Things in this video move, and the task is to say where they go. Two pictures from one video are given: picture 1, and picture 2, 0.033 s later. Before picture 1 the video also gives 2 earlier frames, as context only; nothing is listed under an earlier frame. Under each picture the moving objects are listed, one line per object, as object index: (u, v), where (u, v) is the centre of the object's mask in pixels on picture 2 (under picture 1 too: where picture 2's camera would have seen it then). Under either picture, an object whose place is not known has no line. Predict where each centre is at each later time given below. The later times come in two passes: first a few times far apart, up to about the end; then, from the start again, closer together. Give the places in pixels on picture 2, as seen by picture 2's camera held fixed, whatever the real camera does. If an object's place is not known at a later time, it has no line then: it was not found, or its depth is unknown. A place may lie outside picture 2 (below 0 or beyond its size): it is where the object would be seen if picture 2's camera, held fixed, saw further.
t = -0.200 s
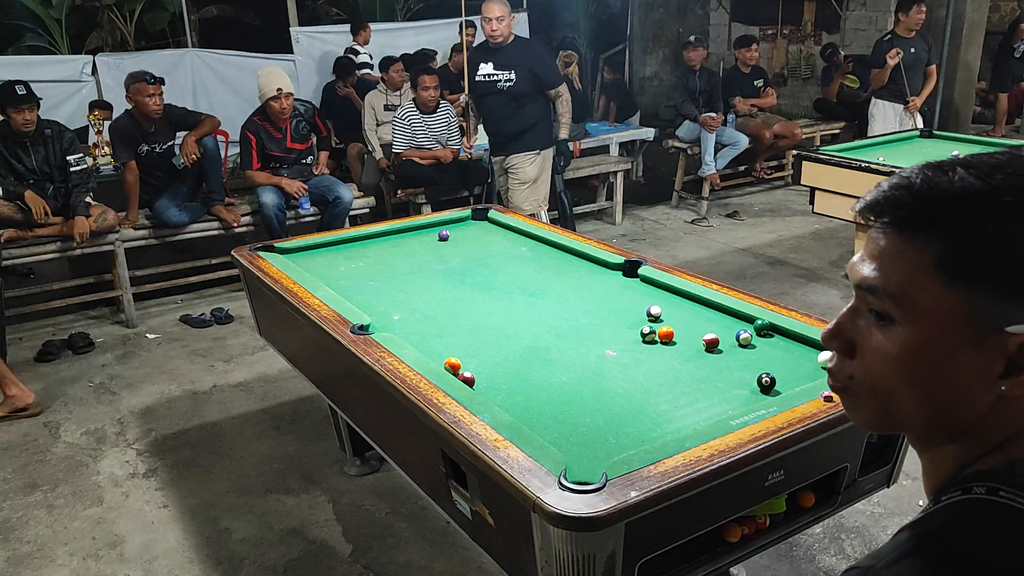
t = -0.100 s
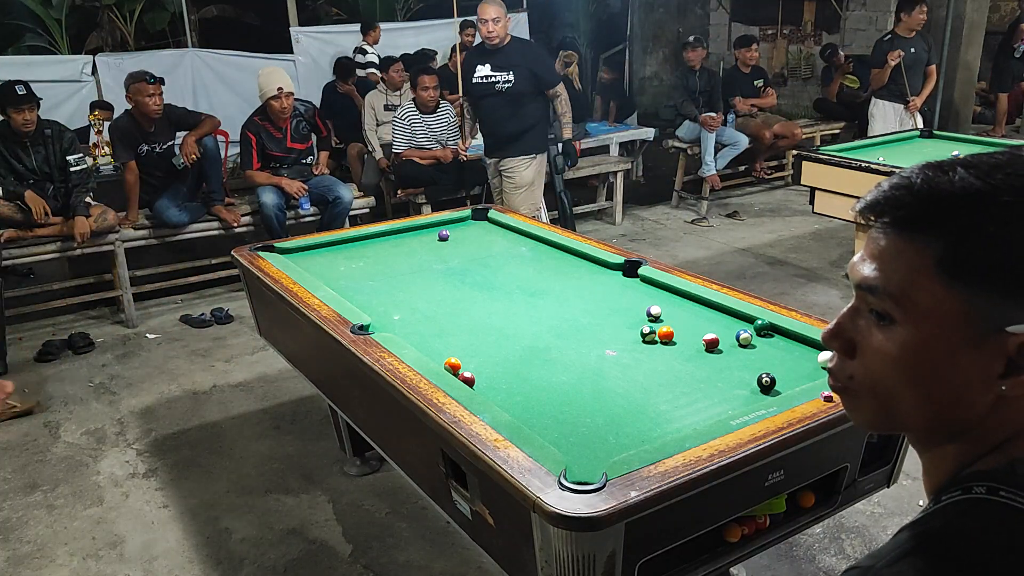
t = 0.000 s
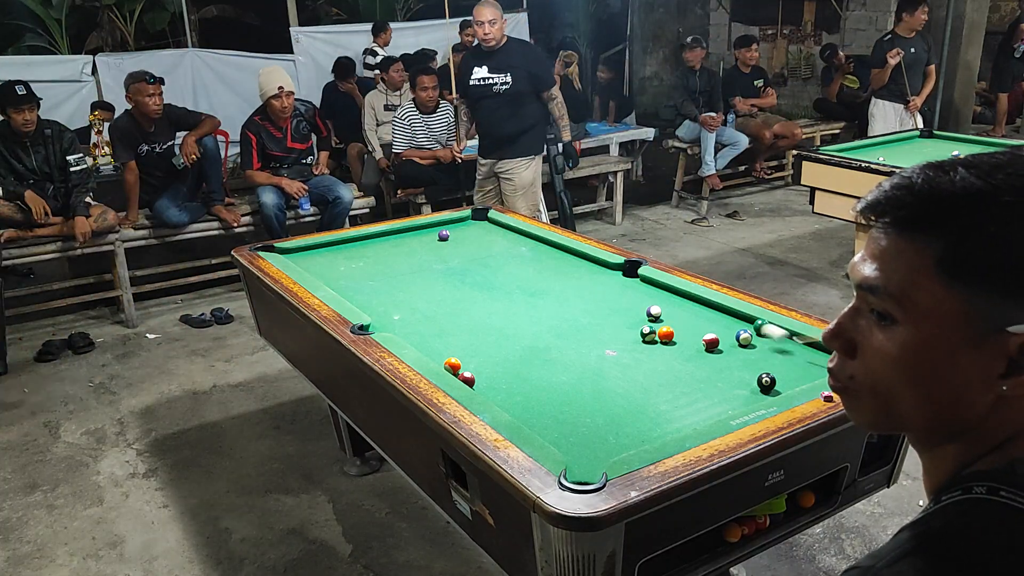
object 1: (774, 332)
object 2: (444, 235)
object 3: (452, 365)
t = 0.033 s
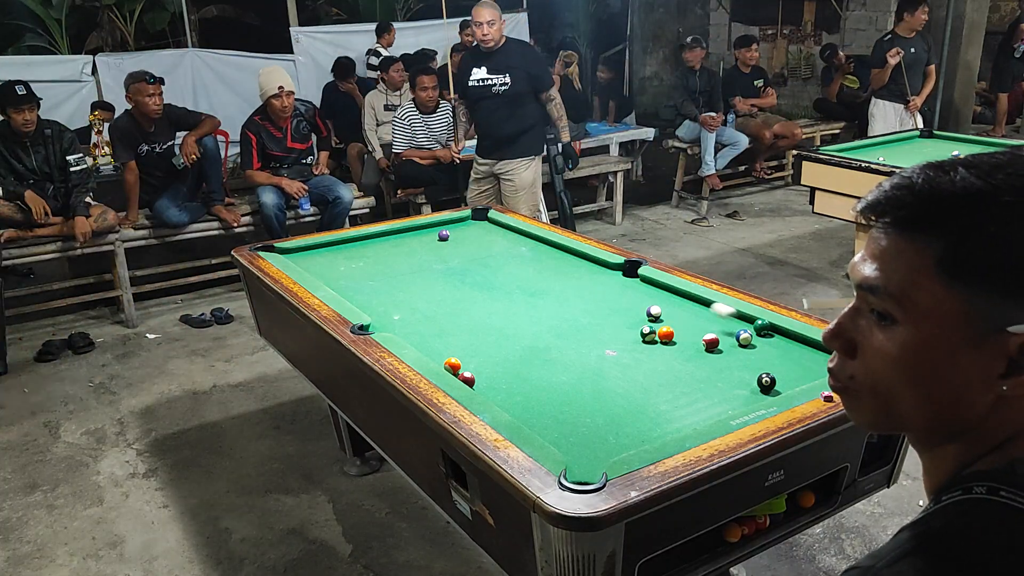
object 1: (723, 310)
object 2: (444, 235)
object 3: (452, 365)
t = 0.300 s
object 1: (452, 236)
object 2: (441, 234)
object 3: (452, 365)
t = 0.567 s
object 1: (483, 225)
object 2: (442, 257)
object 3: (453, 365)
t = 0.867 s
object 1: (470, 218)
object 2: (490, 305)
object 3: (453, 365)
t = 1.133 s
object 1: (476, 223)
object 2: (549, 364)
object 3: (453, 366)
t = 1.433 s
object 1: (483, 227)
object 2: (617, 439)
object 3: (453, 366)
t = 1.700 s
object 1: (487, 230)
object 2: (525, 394)
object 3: (452, 366)
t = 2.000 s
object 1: (490, 233)
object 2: (469, 356)
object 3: (447, 362)
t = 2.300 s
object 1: (492, 235)
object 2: (462, 328)
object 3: (460, 346)
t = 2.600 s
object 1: (494, 236)
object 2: (457, 306)
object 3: (471, 333)
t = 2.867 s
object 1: (494, 236)
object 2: (454, 289)
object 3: (478, 323)
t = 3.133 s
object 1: (494, 236)
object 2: (450, 275)
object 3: (484, 315)
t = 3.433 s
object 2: (447, 262)
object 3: (489, 308)
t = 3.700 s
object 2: (444, 253)
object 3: (493, 303)
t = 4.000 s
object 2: (442, 244)
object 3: (495, 299)
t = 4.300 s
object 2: (439, 236)
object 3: (497, 297)
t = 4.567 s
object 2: (438, 230)
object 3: (497, 295)
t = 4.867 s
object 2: (437, 225)
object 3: (499, 295)
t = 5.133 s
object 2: (442, 225)
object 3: (499, 295)
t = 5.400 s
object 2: (447, 226)
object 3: (499, 295)
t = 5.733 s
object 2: (450, 227)
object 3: (499, 295)
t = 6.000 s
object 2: (451, 227)
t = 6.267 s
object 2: (450, 227)
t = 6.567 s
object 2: (450, 227)
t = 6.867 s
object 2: (450, 227)
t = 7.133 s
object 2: (450, 227)
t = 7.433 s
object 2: (450, 227)
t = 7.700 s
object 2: (450, 227)
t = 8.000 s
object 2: (450, 227)
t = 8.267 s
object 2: (450, 227)
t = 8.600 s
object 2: (450, 227)
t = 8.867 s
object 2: (450, 227)
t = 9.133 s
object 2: (450, 227)
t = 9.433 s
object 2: (450, 226)
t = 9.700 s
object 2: (450, 226)
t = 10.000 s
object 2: (450, 226)
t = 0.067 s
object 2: (444, 235)
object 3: (452, 365)
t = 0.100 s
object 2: (444, 235)
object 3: (452, 365)
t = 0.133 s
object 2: (444, 235)
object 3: (452, 365)
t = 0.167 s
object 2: (444, 235)
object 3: (452, 365)
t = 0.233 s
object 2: (444, 235)
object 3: (452, 365)
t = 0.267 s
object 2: (444, 235)
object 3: (452, 365)
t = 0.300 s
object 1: (452, 236)
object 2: (441, 234)
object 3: (452, 365)
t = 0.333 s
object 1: (458, 231)
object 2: (419, 229)
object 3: (452, 365)
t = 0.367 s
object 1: (463, 229)
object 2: (415, 231)
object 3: (453, 365)
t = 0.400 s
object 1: (468, 230)
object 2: (420, 235)
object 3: (452, 365)
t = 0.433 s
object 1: (473, 230)
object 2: (424, 239)
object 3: (453, 365)
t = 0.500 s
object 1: (479, 228)
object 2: (433, 248)
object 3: (452, 365)
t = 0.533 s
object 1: (482, 226)
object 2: (437, 252)
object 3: (453, 365)
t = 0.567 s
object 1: (483, 225)
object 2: (442, 257)
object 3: (453, 365)
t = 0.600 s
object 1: (484, 223)
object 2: (446, 261)
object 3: (452, 365)
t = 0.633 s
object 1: (484, 221)
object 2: (451, 266)
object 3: (452, 365)
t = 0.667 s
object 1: (485, 220)
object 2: (456, 271)
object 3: (452, 365)
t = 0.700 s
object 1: (483, 219)
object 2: (461, 277)
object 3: (453, 365)
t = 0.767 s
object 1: (476, 218)
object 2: (472, 287)
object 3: (452, 365)
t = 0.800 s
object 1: (473, 218)
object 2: (478, 293)
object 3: (453, 365)
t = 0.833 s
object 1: (470, 218)
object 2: (484, 299)
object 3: (452, 365)
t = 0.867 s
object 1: (470, 218)
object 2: (490, 305)
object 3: (453, 365)
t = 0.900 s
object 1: (471, 219)
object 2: (496, 311)
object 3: (453, 365)
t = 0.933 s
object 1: (472, 219)
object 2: (503, 318)
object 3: (452, 365)
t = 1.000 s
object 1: (473, 221)
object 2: (517, 332)
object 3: (453, 366)
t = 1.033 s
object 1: (474, 221)
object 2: (524, 340)
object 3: (453, 366)
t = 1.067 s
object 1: (475, 222)
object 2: (532, 348)
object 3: (453, 366)
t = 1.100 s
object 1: (476, 222)
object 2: (540, 356)
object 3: (453, 366)
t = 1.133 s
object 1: (476, 223)
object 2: (549, 364)
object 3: (453, 366)
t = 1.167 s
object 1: (477, 223)
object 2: (558, 373)
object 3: (453, 366)
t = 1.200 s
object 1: (478, 224)
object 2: (567, 382)
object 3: (453, 366)
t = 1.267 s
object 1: (479, 225)
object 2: (587, 403)
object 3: (452, 366)
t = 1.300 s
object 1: (480, 225)
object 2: (597, 414)
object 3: (453, 366)
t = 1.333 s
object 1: (481, 225)
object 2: (609, 425)
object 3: (453, 366)
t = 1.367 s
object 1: (481, 226)
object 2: (621, 437)
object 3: (453, 366)
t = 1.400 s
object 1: (482, 226)
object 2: (630, 446)
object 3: (452, 366)
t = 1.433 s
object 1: (483, 227)
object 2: (617, 439)
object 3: (453, 366)
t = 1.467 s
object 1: (483, 227)
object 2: (603, 433)
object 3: (452, 366)
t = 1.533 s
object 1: (484, 228)
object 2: (578, 421)
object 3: (452, 366)
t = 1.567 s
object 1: (485, 228)
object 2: (567, 415)
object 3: (452, 366)
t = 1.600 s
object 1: (485, 229)
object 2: (556, 410)
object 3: (453, 366)
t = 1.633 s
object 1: (486, 229)
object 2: (545, 404)
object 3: (452, 366)
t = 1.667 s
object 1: (487, 229)
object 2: (535, 399)
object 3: (452, 365)
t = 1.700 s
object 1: (487, 230)
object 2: (525, 394)
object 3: (452, 366)
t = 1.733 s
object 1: (487, 230)
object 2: (515, 389)
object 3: (452, 365)
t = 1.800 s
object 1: (488, 231)
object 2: (497, 380)
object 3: (452, 365)
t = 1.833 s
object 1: (488, 231)
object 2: (488, 375)
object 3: (452, 366)
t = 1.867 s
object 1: (489, 232)
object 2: (480, 371)
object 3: (452, 366)
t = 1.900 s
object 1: (489, 232)
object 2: (471, 366)
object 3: (452, 365)
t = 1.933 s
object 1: (489, 232)
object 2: (470, 364)
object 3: (446, 364)
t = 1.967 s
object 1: (490, 232)
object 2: (470, 360)
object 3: (446, 363)
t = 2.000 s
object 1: (490, 233)
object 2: (469, 356)
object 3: (447, 362)
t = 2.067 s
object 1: (491, 233)
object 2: (467, 349)
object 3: (450, 358)
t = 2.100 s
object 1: (491, 233)
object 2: (467, 346)
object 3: (452, 356)
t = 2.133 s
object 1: (491, 234)
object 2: (466, 343)
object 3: (453, 354)
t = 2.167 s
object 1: (492, 234)
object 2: (465, 340)
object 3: (455, 352)
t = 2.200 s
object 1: (492, 234)
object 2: (465, 337)
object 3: (456, 350)
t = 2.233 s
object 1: (492, 234)
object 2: (464, 334)
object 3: (457, 349)
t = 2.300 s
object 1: (492, 235)
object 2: (462, 328)
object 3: (460, 346)
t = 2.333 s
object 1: (493, 235)
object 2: (462, 326)
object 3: (461, 344)
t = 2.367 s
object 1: (493, 235)
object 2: (461, 323)
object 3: (463, 342)
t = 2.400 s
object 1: (493, 235)
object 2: (461, 320)
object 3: (464, 341)
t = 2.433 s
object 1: (493, 235)
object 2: (460, 318)
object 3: (465, 340)
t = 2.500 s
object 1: (493, 236)
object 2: (459, 313)
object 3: (468, 337)
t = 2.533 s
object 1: (494, 236)
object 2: (458, 310)
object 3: (469, 336)
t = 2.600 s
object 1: (494, 236)
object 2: (457, 306)
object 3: (471, 333)
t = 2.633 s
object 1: (494, 236)
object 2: (457, 304)
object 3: (472, 331)
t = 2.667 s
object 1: (494, 236)
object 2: (456, 302)
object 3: (473, 330)
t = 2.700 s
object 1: (494, 236)
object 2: (456, 299)
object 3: (473, 329)
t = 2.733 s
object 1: (494, 236)
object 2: (455, 297)
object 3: (474, 328)
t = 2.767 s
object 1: (494, 236)
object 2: (455, 295)
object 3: (475, 327)
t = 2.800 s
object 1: (494, 236)
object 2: (454, 293)
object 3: (476, 325)
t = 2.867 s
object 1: (494, 236)
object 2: (454, 289)
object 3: (478, 323)
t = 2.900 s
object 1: (494, 236)
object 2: (453, 287)
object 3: (479, 322)
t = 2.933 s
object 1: (494, 236)
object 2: (452, 286)
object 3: (479, 321)
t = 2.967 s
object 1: (494, 236)
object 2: (452, 284)
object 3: (480, 320)
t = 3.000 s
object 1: (494, 236)
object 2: (452, 282)
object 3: (481, 319)
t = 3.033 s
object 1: (494, 236)
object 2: (451, 280)
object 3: (482, 318)
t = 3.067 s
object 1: (494, 236)
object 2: (451, 279)
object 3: (483, 317)
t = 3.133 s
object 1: (494, 236)
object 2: (450, 275)
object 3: (484, 315)
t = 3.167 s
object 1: (494, 236)
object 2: (450, 274)
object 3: (484, 314)
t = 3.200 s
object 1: (494, 236)
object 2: (449, 272)
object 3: (485, 313)
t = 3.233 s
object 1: (494, 236)
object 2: (449, 271)
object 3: (486, 313)
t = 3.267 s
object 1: (494, 236)
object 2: (449, 269)
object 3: (486, 312)
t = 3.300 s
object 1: (494, 236)
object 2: (448, 268)
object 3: (487, 311)
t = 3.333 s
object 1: (494, 236)
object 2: (448, 267)
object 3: (487, 310)
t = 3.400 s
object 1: (494, 236)
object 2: (447, 264)
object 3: (489, 309)
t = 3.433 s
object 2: (447, 262)
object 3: (489, 308)
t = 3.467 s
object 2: (446, 261)
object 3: (490, 307)
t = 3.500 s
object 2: (446, 260)
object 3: (490, 307)
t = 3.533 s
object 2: (446, 259)
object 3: (491, 306)
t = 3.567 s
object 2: (445, 257)
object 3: (491, 305)
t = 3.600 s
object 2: (445, 256)
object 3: (491, 305)
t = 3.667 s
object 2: (444, 254)
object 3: (492, 304)
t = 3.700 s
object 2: (444, 253)
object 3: (493, 303)
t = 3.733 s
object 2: (444, 251)
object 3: (493, 303)
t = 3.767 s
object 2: (444, 250)
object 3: (493, 302)
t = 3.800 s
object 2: (443, 250)
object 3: (494, 302)
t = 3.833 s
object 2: (443, 248)
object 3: (494, 301)
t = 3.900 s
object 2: (442, 246)
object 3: (494, 301)
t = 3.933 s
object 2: (442, 245)
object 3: (495, 300)
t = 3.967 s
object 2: (442, 245)
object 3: (495, 300)
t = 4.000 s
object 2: (442, 244)
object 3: (495, 299)
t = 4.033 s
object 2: (441, 243)
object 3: (495, 299)
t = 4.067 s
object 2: (441, 241)
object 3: (496, 299)
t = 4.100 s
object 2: (441, 241)
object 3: (496, 298)
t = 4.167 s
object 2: (440, 239)
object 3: (496, 298)
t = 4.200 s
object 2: (440, 238)
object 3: (496, 297)
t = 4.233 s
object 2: (440, 238)
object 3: (496, 297)
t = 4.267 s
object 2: (439, 237)
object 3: (496, 297)
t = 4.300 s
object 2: (439, 236)
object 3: (497, 297)
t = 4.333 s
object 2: (439, 235)
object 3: (497, 296)
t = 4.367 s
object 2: (439, 235)
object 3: (497, 296)
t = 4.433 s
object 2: (438, 233)
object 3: (497, 296)
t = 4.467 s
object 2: (438, 232)
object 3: (497, 296)
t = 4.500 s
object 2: (438, 232)
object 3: (497, 295)
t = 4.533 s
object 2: (438, 231)
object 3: (497, 295)
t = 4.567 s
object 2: (438, 230)
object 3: (497, 295)
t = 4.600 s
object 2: (438, 230)
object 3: (498, 295)
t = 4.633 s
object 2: (437, 229)
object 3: (498, 295)
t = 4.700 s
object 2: (437, 228)
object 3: (498, 295)
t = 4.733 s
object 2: (437, 227)
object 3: (498, 295)
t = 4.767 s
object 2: (437, 227)
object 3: (498, 295)
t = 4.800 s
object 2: (437, 226)
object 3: (499, 295)
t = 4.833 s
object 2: (437, 226)
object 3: (499, 295)
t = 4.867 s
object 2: (437, 225)
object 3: (499, 295)
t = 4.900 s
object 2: (437, 225)
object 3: (499, 295)
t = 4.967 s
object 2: (438, 225)
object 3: (499, 295)
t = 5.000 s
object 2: (438, 225)
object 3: (499, 295)
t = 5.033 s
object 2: (439, 225)
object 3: (499, 295)
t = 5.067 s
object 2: (440, 225)
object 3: (499, 295)
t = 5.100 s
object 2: (441, 225)
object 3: (499, 295)
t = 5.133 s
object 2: (442, 225)
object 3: (499, 295)
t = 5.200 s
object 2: (443, 225)
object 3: (499, 295)
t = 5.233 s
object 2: (444, 225)
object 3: (499, 295)
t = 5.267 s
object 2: (445, 225)
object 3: (499, 295)
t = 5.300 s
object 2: (445, 225)
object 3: (499, 295)
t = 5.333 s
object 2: (446, 225)
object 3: (499, 295)
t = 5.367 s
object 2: (446, 225)
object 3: (499, 295)
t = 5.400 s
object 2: (447, 226)
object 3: (499, 295)
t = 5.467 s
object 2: (448, 226)
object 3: (499, 295)
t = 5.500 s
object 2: (448, 226)
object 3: (499, 295)
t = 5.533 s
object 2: (449, 226)
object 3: (499, 295)
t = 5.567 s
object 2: (449, 226)
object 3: (499, 295)
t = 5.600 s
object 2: (449, 226)
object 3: (499, 295)
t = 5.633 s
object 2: (450, 227)
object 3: (499, 295)
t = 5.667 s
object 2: (450, 227)
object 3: (499, 295)
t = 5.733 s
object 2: (450, 227)
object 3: (499, 295)
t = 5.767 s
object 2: (451, 227)
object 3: (499, 295)
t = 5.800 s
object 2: (451, 227)
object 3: (499, 296)
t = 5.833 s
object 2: (451, 227)
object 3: (499, 296)
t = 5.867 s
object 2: (451, 227)
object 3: (499, 296)
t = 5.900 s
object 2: (451, 227)
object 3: (499, 296)
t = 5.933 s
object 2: (451, 227)
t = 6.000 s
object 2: (451, 227)
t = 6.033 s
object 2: (451, 227)
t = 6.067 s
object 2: (451, 227)
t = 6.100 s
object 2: (450, 227)
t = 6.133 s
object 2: (450, 227)
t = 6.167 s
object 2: (450, 227)
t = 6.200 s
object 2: (450, 227)
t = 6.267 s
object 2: (450, 227)
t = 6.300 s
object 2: (450, 227)
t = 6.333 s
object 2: (450, 227)
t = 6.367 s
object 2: (450, 227)
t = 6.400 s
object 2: (450, 227)
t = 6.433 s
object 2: (450, 227)
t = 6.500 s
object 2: (450, 227)
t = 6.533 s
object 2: (450, 227)
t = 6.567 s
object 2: (450, 227)
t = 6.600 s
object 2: (450, 227)
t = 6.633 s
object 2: (450, 227)
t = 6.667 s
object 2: (450, 227)
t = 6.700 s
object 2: (450, 227)
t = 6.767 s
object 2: (450, 227)
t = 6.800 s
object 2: (450, 227)
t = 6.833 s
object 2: (450, 227)
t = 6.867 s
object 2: (450, 227)
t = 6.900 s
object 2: (450, 227)
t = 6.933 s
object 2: (450, 227)
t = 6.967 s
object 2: (450, 227)
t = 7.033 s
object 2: (450, 227)
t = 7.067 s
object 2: (450, 227)
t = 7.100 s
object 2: (450, 227)
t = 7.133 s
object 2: (450, 227)
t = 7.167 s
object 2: (450, 227)
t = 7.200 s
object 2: (450, 227)
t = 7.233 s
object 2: (450, 227)
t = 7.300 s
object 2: (450, 227)
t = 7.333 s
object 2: (450, 227)
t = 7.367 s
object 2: (450, 227)
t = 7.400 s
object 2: (450, 227)
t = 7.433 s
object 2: (450, 227)
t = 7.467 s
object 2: (450, 227)
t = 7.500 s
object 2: (450, 227)
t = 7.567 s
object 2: (450, 227)
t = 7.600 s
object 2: (450, 227)
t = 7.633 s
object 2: (450, 227)
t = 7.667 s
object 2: (450, 227)
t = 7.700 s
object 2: (450, 227)
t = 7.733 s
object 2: (450, 227)
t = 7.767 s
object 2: (450, 227)
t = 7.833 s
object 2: (450, 227)
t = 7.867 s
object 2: (450, 227)
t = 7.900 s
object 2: (450, 227)
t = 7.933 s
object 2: (450, 227)
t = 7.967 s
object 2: (450, 227)
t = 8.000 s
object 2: (450, 227)
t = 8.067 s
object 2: (450, 227)
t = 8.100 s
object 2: (450, 227)
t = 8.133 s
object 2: (450, 227)
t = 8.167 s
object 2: (450, 227)
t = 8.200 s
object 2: (450, 227)
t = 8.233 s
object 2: (450, 227)
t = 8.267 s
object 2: (450, 227)
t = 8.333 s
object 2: (450, 227)
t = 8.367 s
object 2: (450, 227)
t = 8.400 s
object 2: (450, 227)
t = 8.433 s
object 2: (450, 227)
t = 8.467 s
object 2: (450, 227)
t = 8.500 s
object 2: (450, 227)
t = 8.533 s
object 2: (450, 227)
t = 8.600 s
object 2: (450, 227)
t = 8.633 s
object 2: (450, 227)
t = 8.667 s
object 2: (450, 227)
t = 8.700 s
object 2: (450, 227)
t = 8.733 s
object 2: (450, 227)
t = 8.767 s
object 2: (450, 227)
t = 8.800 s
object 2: (450, 227)
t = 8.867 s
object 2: (450, 227)
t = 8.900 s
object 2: (450, 227)
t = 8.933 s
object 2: (450, 227)
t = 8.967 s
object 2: (450, 227)
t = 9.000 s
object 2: (450, 227)
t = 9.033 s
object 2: (450, 227)
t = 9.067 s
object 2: (450, 227)
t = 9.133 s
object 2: (450, 227)
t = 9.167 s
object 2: (450, 227)
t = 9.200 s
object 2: (450, 227)
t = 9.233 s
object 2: (450, 227)
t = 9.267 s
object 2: (450, 227)
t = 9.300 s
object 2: (450, 226)
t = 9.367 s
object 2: (450, 226)
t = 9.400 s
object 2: (450, 226)
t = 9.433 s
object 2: (450, 226)
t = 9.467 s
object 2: (450, 226)
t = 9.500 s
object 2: (450, 226)
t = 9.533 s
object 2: (450, 226)
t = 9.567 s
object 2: (450, 226)
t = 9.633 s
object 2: (450, 226)
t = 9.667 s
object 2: (450, 226)
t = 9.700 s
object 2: (450, 226)
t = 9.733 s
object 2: (450, 226)
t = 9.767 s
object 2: (450, 226)
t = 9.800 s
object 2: (450, 226)
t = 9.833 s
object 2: (450, 226)
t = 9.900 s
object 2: (450, 226)
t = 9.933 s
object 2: (450, 226)
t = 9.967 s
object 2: (450, 226)
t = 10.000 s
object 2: (450, 226)
